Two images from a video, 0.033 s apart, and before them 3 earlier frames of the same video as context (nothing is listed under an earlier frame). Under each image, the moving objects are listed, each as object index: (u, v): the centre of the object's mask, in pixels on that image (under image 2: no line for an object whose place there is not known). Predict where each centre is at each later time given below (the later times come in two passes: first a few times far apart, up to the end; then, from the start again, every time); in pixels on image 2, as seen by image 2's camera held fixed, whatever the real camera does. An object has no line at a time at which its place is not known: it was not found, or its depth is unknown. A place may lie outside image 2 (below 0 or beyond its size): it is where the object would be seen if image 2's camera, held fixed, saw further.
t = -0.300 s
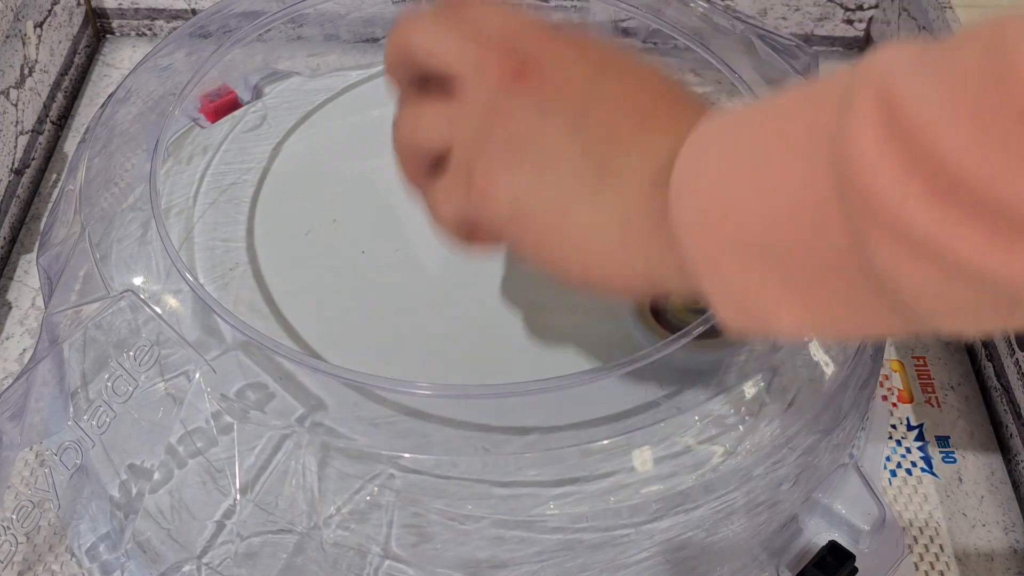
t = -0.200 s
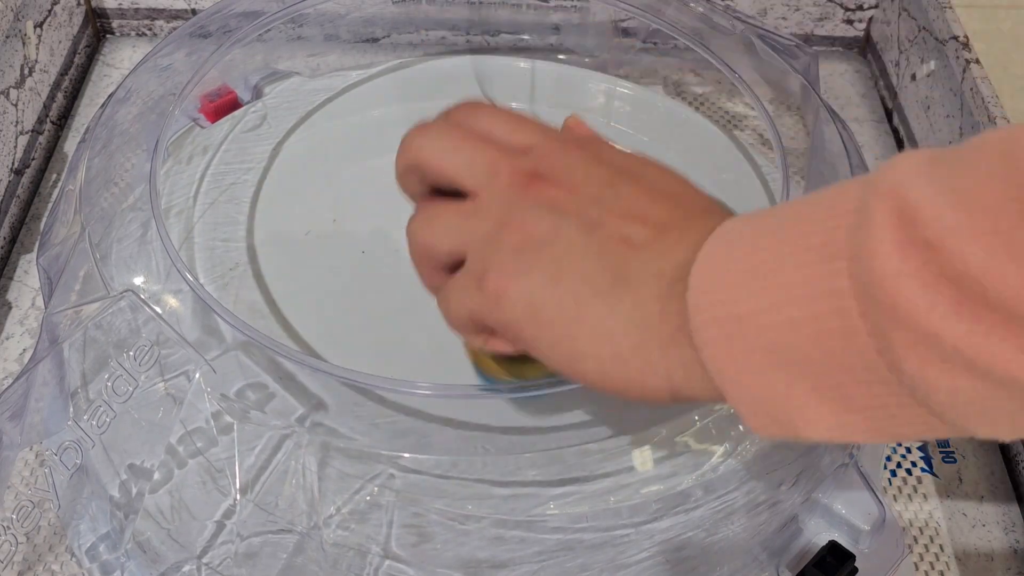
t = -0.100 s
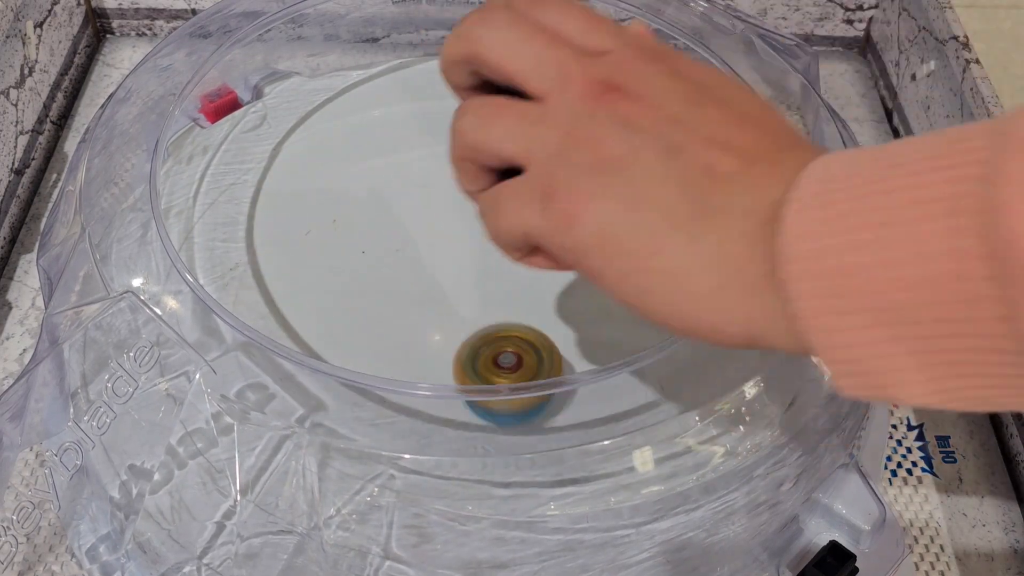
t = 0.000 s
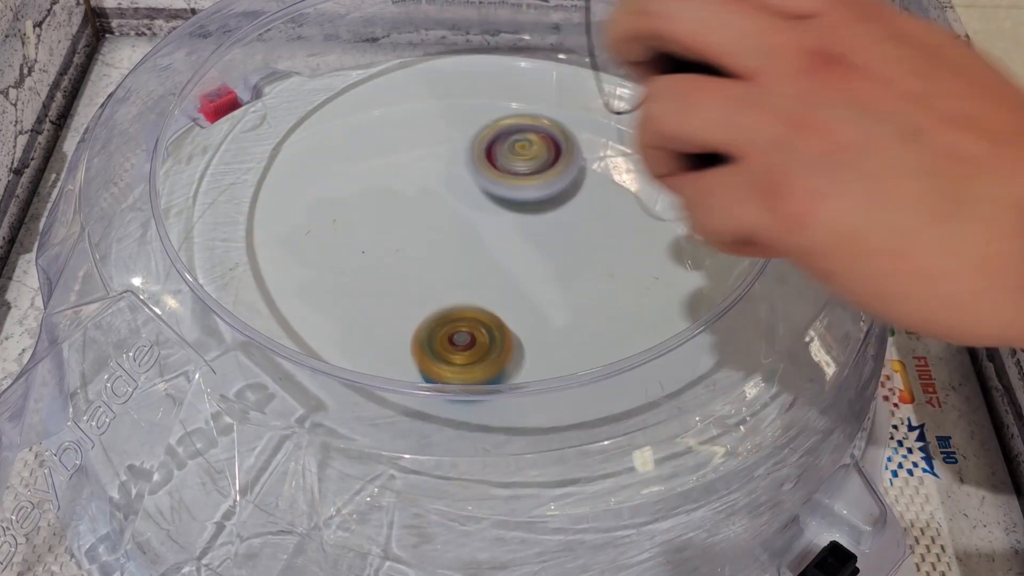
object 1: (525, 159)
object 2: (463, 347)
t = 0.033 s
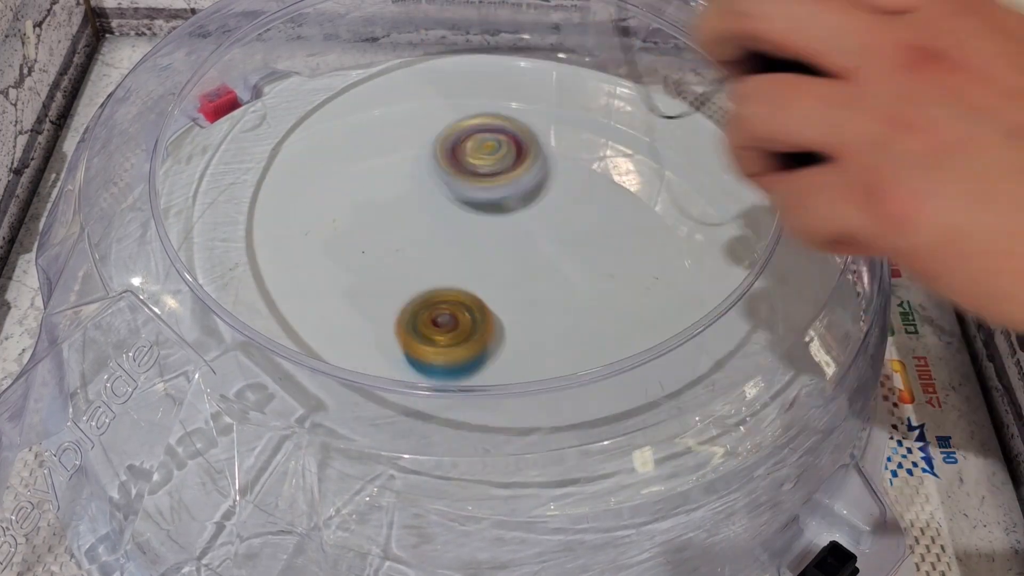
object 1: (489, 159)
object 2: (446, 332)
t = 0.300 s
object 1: (212, 170)
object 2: (573, 338)
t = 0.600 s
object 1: (193, 374)
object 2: (391, 397)
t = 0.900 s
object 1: (387, 449)
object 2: (334, 95)
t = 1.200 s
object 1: (632, 279)
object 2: (636, 103)
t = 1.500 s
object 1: (429, 121)
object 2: (806, 343)
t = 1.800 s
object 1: (255, 310)
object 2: (548, 545)
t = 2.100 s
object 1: (598, 422)
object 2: (224, 397)
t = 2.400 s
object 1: (644, 179)
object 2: (249, 157)
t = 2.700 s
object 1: (493, 249)
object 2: (350, 112)
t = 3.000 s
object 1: (540, 397)
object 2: (458, 306)
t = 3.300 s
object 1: (639, 308)
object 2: (462, 339)
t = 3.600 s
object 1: (486, 228)
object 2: (365, 286)
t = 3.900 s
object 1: (420, 340)
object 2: (298, 242)
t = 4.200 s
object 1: (627, 329)
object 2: (537, 294)
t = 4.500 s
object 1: (595, 211)
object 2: (359, 330)
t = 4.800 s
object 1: (419, 266)
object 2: (283, 303)
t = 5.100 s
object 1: (527, 343)
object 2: (368, 296)
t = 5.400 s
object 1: (530, 215)
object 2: (475, 344)
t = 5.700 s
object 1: (359, 287)
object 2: (419, 395)
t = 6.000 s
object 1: (489, 330)
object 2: (474, 444)
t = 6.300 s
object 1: (460, 221)
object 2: (505, 381)
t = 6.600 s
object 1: (382, 306)
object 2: (540, 298)
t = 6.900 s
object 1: (516, 378)
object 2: (645, 168)
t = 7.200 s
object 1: (551, 267)
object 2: (657, 183)
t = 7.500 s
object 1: (377, 275)
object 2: (597, 265)
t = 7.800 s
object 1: (452, 374)
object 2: (413, 271)
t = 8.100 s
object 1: (520, 254)
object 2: (426, 210)
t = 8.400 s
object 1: (454, 280)
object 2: (373, 120)
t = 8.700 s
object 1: (560, 298)
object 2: (268, 149)
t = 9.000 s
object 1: (440, 262)
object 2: (189, 248)
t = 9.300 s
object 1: (477, 370)
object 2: (193, 381)
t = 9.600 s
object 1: (547, 277)
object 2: (309, 489)
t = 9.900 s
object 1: (380, 269)
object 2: (483, 522)
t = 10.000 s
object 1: (356, 308)
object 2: (538, 516)
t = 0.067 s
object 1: (452, 163)
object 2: (431, 305)
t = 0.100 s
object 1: (418, 170)
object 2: (423, 273)
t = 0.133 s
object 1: (379, 171)
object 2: (433, 264)
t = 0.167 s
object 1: (335, 160)
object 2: (465, 281)
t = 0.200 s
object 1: (299, 156)
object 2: (499, 299)
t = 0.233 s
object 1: (263, 161)
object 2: (532, 315)
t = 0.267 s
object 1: (230, 163)
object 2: (557, 330)
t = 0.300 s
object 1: (212, 170)
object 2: (573, 338)
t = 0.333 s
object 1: (205, 189)
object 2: (584, 361)
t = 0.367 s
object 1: (192, 208)
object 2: (591, 384)
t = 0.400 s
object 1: (189, 230)
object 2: (585, 396)
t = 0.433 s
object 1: (174, 255)
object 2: (573, 420)
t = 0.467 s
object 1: (171, 269)
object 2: (549, 427)
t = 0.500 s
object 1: (164, 296)
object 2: (517, 432)
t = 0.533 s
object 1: (165, 322)
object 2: (479, 431)
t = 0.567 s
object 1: (172, 345)
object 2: (435, 414)
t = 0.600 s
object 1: (193, 374)
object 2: (391, 397)
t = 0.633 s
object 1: (202, 396)
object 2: (352, 368)
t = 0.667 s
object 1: (215, 413)
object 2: (321, 326)
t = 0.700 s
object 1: (235, 429)
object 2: (294, 295)
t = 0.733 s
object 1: (250, 437)
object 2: (282, 253)
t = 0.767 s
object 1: (272, 445)
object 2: (279, 211)
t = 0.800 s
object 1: (299, 452)
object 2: (285, 172)
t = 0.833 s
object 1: (325, 450)
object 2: (295, 143)
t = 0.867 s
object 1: (364, 451)
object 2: (310, 115)
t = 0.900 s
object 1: (387, 449)
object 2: (334, 95)
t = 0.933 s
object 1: (419, 448)
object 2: (362, 81)
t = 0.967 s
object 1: (453, 445)
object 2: (390, 69)
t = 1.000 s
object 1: (493, 439)
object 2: (420, 58)
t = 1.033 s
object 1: (529, 411)
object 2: (454, 53)
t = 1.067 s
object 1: (563, 393)
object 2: (492, 58)
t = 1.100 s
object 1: (592, 367)
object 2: (530, 62)
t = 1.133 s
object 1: (606, 327)
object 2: (567, 70)
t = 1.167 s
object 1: (625, 306)
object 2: (602, 86)
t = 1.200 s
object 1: (632, 279)
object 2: (636, 103)
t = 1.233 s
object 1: (629, 249)
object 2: (672, 121)
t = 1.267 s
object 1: (619, 221)
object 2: (705, 140)
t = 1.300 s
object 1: (601, 195)
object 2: (737, 162)
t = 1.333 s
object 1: (579, 171)
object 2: (766, 183)
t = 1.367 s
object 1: (553, 153)
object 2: (779, 210)
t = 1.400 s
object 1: (525, 140)
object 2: (791, 243)
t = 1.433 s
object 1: (493, 129)
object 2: (804, 276)
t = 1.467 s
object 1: (461, 123)
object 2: (805, 310)
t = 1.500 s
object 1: (429, 121)
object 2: (806, 343)
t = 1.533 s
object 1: (397, 125)
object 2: (809, 378)
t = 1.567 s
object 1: (366, 138)
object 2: (796, 410)
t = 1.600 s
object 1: (336, 155)
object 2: (768, 438)
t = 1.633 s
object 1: (309, 173)
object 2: (742, 467)
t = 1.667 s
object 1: (283, 195)
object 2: (708, 494)
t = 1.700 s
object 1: (266, 219)
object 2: (676, 522)
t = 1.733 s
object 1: (252, 249)
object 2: (640, 536)
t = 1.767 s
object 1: (253, 275)
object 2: (594, 542)
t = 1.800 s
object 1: (255, 310)
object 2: (548, 545)
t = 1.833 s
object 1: (268, 338)
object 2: (502, 548)
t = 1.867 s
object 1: (292, 372)
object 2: (453, 549)
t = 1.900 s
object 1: (329, 400)
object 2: (408, 550)
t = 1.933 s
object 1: (370, 428)
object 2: (358, 544)
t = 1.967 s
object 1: (414, 438)
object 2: (326, 527)
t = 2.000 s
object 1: (458, 443)
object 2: (294, 496)
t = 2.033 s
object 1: (506, 441)
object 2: (266, 466)
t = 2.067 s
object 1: (558, 435)
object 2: (244, 431)
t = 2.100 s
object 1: (598, 422)
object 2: (224, 397)
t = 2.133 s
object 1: (625, 389)
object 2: (207, 367)
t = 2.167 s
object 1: (655, 367)
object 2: (197, 333)
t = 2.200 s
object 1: (673, 336)
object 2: (189, 303)
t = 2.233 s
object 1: (686, 309)
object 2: (183, 275)
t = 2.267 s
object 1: (686, 276)
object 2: (181, 246)
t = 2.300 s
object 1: (691, 252)
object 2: (190, 221)
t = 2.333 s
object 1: (684, 224)
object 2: (208, 200)
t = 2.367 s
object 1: (668, 199)
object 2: (227, 177)
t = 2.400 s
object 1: (644, 179)
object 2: (249, 157)
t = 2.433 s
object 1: (617, 161)
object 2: (274, 140)
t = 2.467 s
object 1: (587, 145)
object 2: (300, 126)
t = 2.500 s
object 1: (556, 133)
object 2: (327, 114)
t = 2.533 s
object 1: (525, 125)
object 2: (356, 105)
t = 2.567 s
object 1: (492, 122)
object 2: (385, 98)
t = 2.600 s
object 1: (484, 141)
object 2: (366, 57)
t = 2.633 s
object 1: (492, 177)
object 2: (356, 60)
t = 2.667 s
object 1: (495, 212)
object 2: (351, 86)
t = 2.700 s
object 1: (493, 249)
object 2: (350, 112)
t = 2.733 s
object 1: (491, 282)
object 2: (350, 132)
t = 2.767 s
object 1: (493, 313)
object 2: (350, 151)
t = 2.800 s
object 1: (494, 332)
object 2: (353, 175)
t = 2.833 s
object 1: (499, 356)
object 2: (361, 199)
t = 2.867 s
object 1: (502, 373)
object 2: (375, 225)
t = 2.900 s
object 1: (507, 382)
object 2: (392, 248)
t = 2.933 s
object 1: (518, 395)
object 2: (414, 271)
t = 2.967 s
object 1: (527, 394)
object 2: (437, 290)
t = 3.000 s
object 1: (540, 397)
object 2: (458, 306)
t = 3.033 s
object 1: (553, 395)
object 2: (473, 318)
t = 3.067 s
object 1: (569, 389)
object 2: (482, 326)
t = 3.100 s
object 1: (583, 384)
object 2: (487, 333)
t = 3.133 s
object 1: (598, 380)
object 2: (490, 337)
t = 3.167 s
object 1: (610, 362)
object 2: (490, 340)
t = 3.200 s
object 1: (621, 355)
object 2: (486, 341)
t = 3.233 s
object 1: (631, 341)
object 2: (480, 341)
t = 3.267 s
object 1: (639, 327)
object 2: (472, 341)
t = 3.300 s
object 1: (639, 308)
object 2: (462, 339)
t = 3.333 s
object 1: (647, 297)
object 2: (453, 337)
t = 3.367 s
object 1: (649, 283)
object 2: (443, 335)
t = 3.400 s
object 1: (640, 264)
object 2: (431, 332)
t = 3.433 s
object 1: (622, 250)
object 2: (421, 327)
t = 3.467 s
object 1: (596, 240)
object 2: (410, 320)
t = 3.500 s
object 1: (565, 234)
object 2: (402, 311)
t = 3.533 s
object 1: (533, 233)
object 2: (398, 300)
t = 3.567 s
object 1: (496, 234)
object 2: (400, 287)
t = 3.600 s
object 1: (486, 228)
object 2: (365, 286)
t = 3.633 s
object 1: (477, 225)
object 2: (327, 291)
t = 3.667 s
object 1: (465, 229)
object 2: (300, 291)
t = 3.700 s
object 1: (450, 236)
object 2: (282, 288)
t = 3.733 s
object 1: (432, 249)
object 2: (272, 282)
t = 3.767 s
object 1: (417, 267)
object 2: (269, 276)
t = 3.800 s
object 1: (407, 287)
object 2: (271, 268)
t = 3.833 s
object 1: (402, 307)
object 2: (277, 259)
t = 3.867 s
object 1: (405, 327)
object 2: (285, 251)
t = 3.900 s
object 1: (420, 340)
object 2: (298, 242)
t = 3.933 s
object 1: (435, 359)
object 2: (317, 232)
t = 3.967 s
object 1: (454, 367)
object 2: (339, 225)
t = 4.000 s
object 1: (480, 376)
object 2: (366, 223)
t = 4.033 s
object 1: (507, 382)
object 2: (396, 225)
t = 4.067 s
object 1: (537, 377)
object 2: (430, 233)
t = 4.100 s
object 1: (565, 372)
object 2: (465, 246)
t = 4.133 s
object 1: (590, 362)
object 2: (499, 263)
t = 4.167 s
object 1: (611, 345)
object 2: (529, 283)
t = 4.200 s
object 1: (627, 329)
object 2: (537, 294)
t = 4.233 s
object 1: (654, 321)
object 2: (533, 304)
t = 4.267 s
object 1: (671, 306)
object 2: (519, 312)
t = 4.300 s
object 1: (681, 290)
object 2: (499, 319)
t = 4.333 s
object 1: (681, 272)
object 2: (478, 329)
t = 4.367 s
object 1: (681, 257)
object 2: (452, 336)
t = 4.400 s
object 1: (668, 240)
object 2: (428, 340)
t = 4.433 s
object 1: (650, 226)
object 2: (400, 340)
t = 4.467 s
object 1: (624, 216)
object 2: (379, 336)
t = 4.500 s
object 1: (595, 211)
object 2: (359, 330)
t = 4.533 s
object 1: (563, 208)
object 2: (347, 322)
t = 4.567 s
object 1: (527, 209)
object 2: (339, 313)
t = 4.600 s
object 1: (494, 216)
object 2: (339, 300)
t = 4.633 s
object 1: (461, 223)
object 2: (344, 287)
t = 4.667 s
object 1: (440, 230)
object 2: (340, 283)
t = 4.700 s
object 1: (437, 233)
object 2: (312, 294)
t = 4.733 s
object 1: (431, 238)
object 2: (296, 300)
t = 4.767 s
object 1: (425, 251)
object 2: (287, 302)
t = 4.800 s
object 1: (419, 266)
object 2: (283, 303)
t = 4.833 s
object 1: (413, 282)
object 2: (285, 305)
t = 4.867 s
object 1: (410, 301)
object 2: (289, 306)
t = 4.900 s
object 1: (414, 316)
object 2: (297, 308)
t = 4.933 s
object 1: (426, 331)
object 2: (301, 307)
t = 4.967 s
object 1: (444, 340)
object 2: (306, 306)
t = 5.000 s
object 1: (460, 345)
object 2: (317, 304)
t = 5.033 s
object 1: (479, 347)
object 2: (332, 302)
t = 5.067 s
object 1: (502, 346)
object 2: (348, 298)
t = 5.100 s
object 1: (527, 343)
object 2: (368, 296)
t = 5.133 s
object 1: (548, 336)
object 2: (390, 295)
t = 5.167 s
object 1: (564, 327)
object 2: (413, 296)
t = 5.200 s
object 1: (574, 315)
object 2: (439, 300)
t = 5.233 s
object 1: (577, 294)
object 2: (463, 305)
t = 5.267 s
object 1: (579, 276)
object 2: (474, 310)
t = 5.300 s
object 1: (578, 255)
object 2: (477, 318)
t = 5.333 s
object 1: (567, 239)
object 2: (478, 327)
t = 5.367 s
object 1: (552, 224)
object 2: (477, 338)
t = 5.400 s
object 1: (530, 215)
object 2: (475, 344)
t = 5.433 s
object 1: (507, 210)
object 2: (471, 350)
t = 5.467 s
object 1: (481, 209)
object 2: (465, 354)
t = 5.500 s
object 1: (455, 213)
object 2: (455, 367)
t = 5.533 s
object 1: (428, 221)
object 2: (445, 371)
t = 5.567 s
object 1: (404, 234)
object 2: (434, 373)
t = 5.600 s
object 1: (386, 249)
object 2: (423, 372)
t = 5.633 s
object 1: (373, 269)
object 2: (415, 369)
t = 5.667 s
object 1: (368, 284)
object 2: (412, 373)
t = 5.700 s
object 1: (359, 287)
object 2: (419, 395)
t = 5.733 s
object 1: (359, 293)
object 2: (424, 409)
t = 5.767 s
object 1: (362, 302)
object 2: (428, 428)
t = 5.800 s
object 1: (369, 314)
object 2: (430, 431)
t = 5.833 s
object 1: (379, 326)
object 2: (431, 432)
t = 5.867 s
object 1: (398, 333)
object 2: (438, 434)
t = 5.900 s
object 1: (417, 337)
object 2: (449, 439)
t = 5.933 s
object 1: (444, 340)
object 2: (458, 443)
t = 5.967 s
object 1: (467, 338)
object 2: (467, 444)
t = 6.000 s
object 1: (489, 330)
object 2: (474, 444)
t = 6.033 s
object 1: (506, 318)
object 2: (481, 443)
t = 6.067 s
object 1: (516, 301)
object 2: (487, 441)
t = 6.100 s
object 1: (522, 286)
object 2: (493, 438)
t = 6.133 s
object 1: (520, 269)
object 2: (498, 434)
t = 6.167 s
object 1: (515, 256)
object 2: (501, 430)
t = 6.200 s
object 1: (503, 244)
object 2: (503, 423)
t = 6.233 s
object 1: (492, 234)
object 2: (504, 409)
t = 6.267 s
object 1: (476, 229)
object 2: (506, 398)
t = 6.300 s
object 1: (460, 221)
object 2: (505, 381)
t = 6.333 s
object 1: (442, 220)
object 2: (510, 376)
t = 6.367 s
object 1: (423, 217)
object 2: (513, 365)
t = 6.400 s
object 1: (405, 222)
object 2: (515, 349)
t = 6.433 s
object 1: (386, 226)
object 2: (520, 343)
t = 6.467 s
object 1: (374, 238)
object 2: (525, 336)
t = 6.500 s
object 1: (365, 252)
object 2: (529, 326)
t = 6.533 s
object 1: (364, 269)
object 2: (533, 316)
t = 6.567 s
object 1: (370, 290)
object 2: (537, 306)
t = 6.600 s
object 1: (382, 306)
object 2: (540, 298)
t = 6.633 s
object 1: (403, 323)
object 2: (541, 293)
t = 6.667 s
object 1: (425, 332)
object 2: (540, 290)
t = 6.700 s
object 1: (452, 338)
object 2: (537, 290)
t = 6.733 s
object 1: (462, 344)
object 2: (549, 271)
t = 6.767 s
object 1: (463, 362)
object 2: (575, 240)
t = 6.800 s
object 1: (472, 376)
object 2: (596, 217)
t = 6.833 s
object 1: (484, 381)
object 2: (615, 196)
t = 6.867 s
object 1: (499, 382)
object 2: (632, 179)
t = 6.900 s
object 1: (516, 378)
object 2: (645, 168)
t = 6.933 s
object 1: (534, 374)
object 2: (659, 159)
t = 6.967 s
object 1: (557, 366)
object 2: (672, 151)
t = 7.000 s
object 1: (573, 355)
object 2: (678, 144)
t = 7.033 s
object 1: (582, 332)
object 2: (680, 148)
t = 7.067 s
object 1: (586, 324)
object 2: (677, 155)
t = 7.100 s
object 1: (587, 311)
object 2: (671, 162)
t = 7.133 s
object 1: (582, 295)
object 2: (665, 169)
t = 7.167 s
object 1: (569, 281)
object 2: (661, 177)
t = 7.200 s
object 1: (551, 267)
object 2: (657, 183)
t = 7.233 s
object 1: (533, 256)
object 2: (654, 190)
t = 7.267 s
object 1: (511, 249)
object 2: (651, 198)
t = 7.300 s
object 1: (487, 243)
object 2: (647, 208)
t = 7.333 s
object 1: (465, 242)
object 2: (643, 218)
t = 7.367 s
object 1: (441, 244)
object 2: (637, 230)
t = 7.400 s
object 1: (421, 248)
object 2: (630, 241)
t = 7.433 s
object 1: (405, 256)
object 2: (622, 250)
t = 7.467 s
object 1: (389, 265)
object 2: (611, 259)
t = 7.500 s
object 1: (377, 275)
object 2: (597, 265)
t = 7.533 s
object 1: (368, 288)
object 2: (582, 273)
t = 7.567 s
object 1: (362, 301)
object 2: (564, 280)
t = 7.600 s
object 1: (360, 314)
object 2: (544, 287)
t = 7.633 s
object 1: (363, 326)
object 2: (521, 292)
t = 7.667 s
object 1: (372, 337)
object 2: (499, 293)
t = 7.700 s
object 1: (385, 357)
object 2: (474, 292)
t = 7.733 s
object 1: (400, 367)
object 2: (453, 286)
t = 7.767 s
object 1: (423, 371)
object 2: (432, 278)
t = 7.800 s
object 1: (452, 374)
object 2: (413, 271)
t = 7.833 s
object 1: (472, 373)
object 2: (400, 260)
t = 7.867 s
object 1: (496, 363)
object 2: (393, 251)
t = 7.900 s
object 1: (516, 343)
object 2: (390, 243)
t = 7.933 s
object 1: (529, 334)
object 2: (391, 237)
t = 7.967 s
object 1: (538, 319)
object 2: (395, 230)
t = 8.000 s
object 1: (542, 301)
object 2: (401, 224)
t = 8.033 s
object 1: (539, 285)
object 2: (410, 218)
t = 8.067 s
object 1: (531, 268)
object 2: (417, 214)
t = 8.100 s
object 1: (520, 254)
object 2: (426, 210)
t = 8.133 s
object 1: (518, 248)
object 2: (422, 196)
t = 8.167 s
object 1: (511, 241)
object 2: (418, 185)
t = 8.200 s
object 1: (502, 238)
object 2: (415, 177)
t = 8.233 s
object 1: (493, 238)
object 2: (410, 166)
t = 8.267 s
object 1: (488, 245)
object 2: (398, 150)
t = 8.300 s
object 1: (478, 250)
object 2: (391, 137)
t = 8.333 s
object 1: (468, 256)
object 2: (388, 129)
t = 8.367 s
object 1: (459, 268)
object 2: (383, 124)
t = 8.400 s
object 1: (454, 280)
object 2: (373, 120)
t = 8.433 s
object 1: (454, 293)
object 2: (362, 117)
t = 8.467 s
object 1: (463, 305)
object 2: (347, 115)
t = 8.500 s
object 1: (472, 317)
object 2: (328, 112)
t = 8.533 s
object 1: (487, 322)
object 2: (315, 113)
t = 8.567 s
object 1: (502, 325)
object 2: (307, 120)
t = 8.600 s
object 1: (523, 324)
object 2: (300, 128)
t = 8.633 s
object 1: (537, 320)
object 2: (293, 135)
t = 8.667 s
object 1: (552, 309)
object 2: (281, 142)
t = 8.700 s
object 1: (560, 298)
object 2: (268, 149)
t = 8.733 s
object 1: (568, 284)
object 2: (253, 157)
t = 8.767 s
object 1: (564, 270)
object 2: (235, 164)
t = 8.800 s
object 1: (554, 255)
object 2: (226, 176)
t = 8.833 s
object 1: (540, 248)
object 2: (219, 187)
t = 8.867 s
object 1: (523, 242)
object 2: (211, 198)
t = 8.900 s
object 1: (500, 242)
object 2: (203, 209)
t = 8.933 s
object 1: (478, 244)
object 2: (198, 219)
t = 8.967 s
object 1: (456, 251)
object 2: (192, 234)
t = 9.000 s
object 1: (440, 262)
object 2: (189, 248)
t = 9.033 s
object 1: (425, 276)
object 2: (184, 265)
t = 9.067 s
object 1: (416, 290)
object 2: (176, 280)
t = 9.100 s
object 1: (409, 305)
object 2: (161, 302)
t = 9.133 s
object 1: (412, 320)
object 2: (166, 315)
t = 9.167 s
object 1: (416, 332)
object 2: (172, 327)
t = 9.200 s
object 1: (426, 341)
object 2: (178, 340)
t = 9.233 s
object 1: (440, 347)
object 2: (177, 355)
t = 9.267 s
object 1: (457, 351)
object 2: (183, 370)
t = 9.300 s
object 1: (477, 370)
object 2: (193, 381)
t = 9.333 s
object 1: (495, 371)
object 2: (204, 393)
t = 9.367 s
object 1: (518, 365)
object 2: (213, 406)
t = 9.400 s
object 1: (537, 361)
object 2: (228, 420)
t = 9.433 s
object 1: (558, 351)
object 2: (236, 433)
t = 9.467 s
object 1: (564, 333)
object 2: (248, 447)
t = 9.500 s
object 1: (570, 322)
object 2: (259, 461)
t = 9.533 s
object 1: (566, 306)
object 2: (278, 474)
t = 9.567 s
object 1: (558, 292)
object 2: (292, 481)
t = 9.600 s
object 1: (547, 277)
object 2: (309, 489)
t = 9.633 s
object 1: (531, 267)
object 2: (327, 496)
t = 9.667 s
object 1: (510, 257)
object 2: (346, 502)
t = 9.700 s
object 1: (490, 251)
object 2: (362, 509)
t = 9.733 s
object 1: (470, 248)
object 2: (384, 515)
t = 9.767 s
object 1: (449, 248)
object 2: (404, 517)
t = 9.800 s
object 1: (429, 251)
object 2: (423, 521)
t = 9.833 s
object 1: (410, 255)
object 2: (443, 522)
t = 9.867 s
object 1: (394, 261)
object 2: (462, 522)
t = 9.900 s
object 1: (380, 269)
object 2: (483, 522)
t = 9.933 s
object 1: (370, 282)
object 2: (500, 522)
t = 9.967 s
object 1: (360, 294)
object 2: (521, 520)
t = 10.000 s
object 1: (356, 308)
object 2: (538, 516)
